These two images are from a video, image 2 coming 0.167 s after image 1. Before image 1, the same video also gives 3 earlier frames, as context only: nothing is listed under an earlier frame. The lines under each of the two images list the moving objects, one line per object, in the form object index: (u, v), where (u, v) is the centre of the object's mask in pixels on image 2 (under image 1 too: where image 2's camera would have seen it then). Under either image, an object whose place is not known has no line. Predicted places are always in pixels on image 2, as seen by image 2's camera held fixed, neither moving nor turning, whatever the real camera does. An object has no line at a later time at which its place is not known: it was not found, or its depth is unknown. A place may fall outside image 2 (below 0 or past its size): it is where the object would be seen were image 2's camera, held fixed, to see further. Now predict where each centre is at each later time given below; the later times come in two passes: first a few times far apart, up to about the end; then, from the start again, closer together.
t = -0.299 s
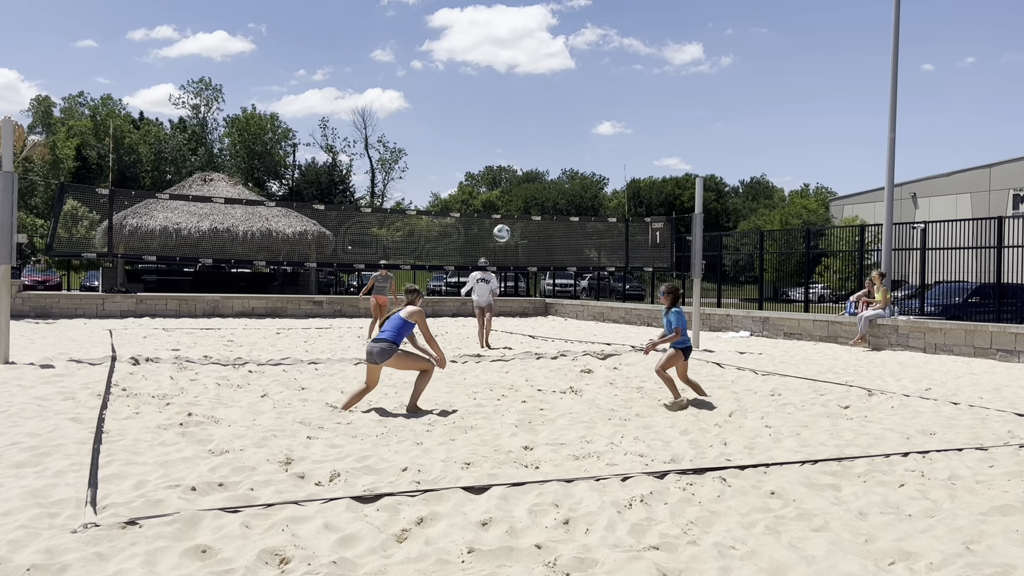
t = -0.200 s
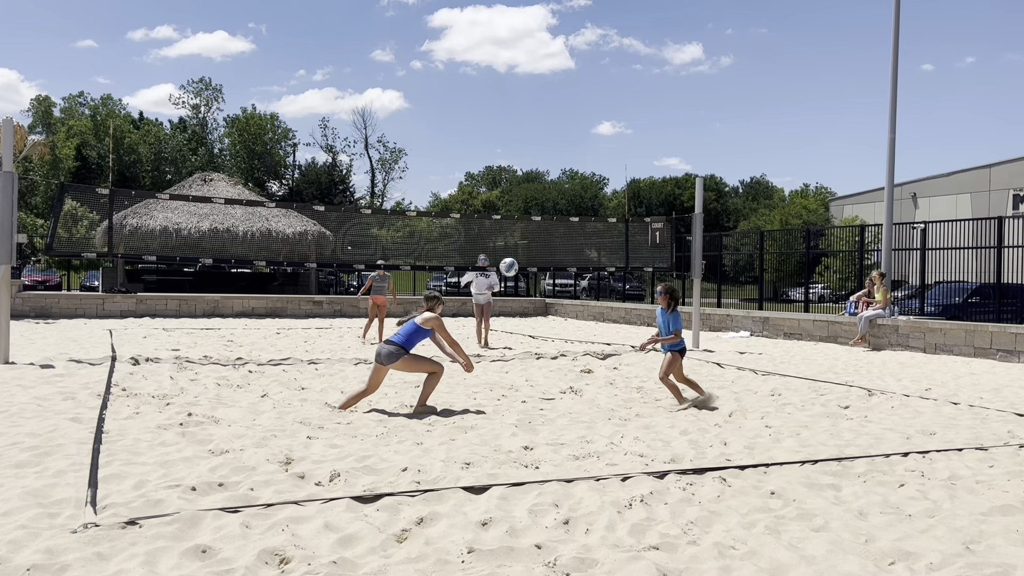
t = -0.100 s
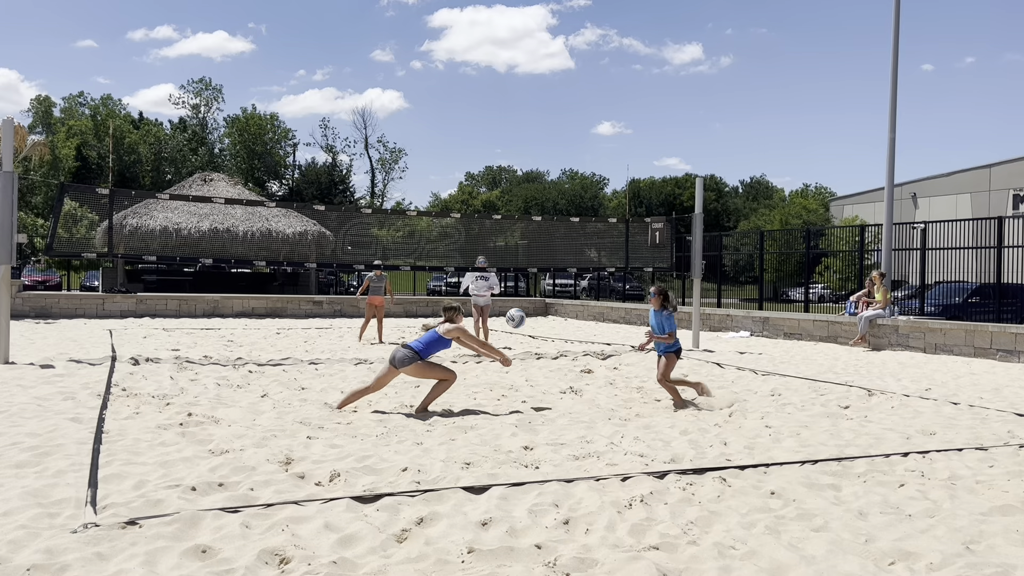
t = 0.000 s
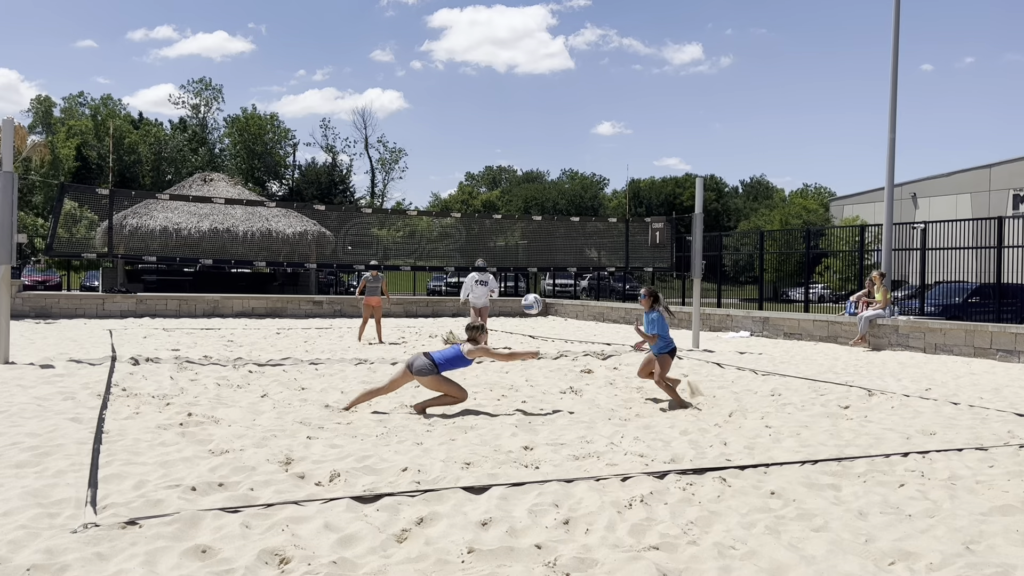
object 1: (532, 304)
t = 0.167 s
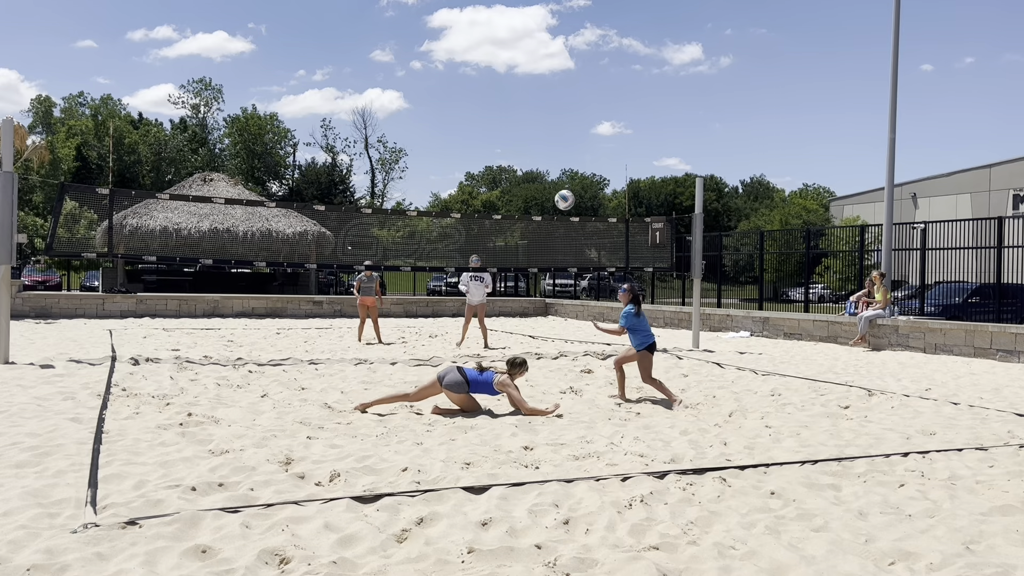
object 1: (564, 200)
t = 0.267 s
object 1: (581, 154)
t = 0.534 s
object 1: (617, 86)
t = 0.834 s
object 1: (645, 86)
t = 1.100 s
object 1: (661, 141)
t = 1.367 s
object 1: (670, 235)
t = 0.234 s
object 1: (576, 168)
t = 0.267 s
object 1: (581, 154)
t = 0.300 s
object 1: (586, 141)
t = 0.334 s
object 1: (591, 130)
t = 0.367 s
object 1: (596, 120)
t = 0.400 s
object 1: (600, 111)
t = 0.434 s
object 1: (605, 103)
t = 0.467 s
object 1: (609, 96)
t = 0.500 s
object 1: (613, 90)
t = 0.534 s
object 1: (617, 86)
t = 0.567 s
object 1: (620, 82)
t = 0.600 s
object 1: (624, 80)
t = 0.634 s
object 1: (627, 77)
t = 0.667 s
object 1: (631, 77)
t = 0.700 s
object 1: (634, 77)
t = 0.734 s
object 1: (637, 78)
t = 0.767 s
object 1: (640, 80)
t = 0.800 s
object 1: (642, 83)
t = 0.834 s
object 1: (645, 86)
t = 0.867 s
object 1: (647, 91)
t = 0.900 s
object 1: (649, 96)
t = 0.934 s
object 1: (652, 102)
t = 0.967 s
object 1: (654, 108)
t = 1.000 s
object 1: (656, 115)
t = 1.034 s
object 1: (658, 123)
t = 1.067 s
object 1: (659, 132)
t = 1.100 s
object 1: (661, 141)
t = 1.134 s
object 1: (663, 151)
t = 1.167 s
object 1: (664, 161)
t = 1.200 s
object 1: (665, 172)
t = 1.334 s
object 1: (669, 221)
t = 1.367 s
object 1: (670, 235)
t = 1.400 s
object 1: (671, 249)
